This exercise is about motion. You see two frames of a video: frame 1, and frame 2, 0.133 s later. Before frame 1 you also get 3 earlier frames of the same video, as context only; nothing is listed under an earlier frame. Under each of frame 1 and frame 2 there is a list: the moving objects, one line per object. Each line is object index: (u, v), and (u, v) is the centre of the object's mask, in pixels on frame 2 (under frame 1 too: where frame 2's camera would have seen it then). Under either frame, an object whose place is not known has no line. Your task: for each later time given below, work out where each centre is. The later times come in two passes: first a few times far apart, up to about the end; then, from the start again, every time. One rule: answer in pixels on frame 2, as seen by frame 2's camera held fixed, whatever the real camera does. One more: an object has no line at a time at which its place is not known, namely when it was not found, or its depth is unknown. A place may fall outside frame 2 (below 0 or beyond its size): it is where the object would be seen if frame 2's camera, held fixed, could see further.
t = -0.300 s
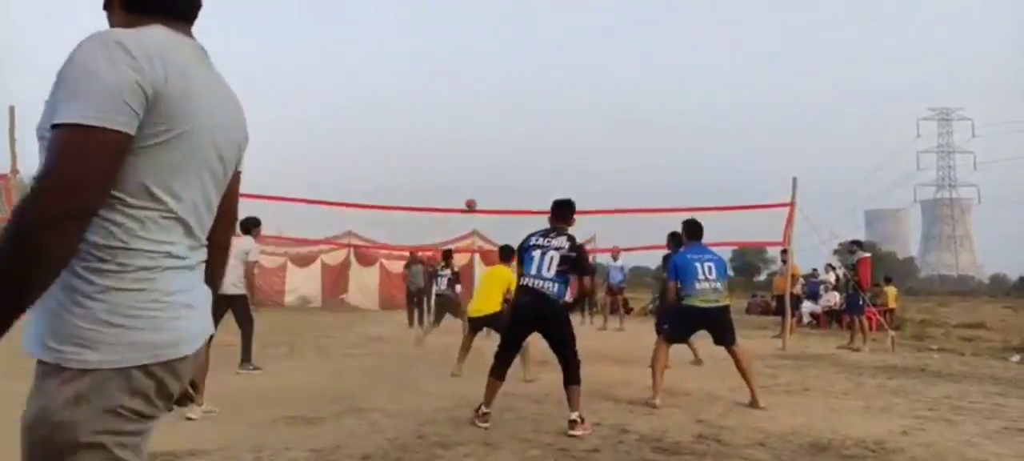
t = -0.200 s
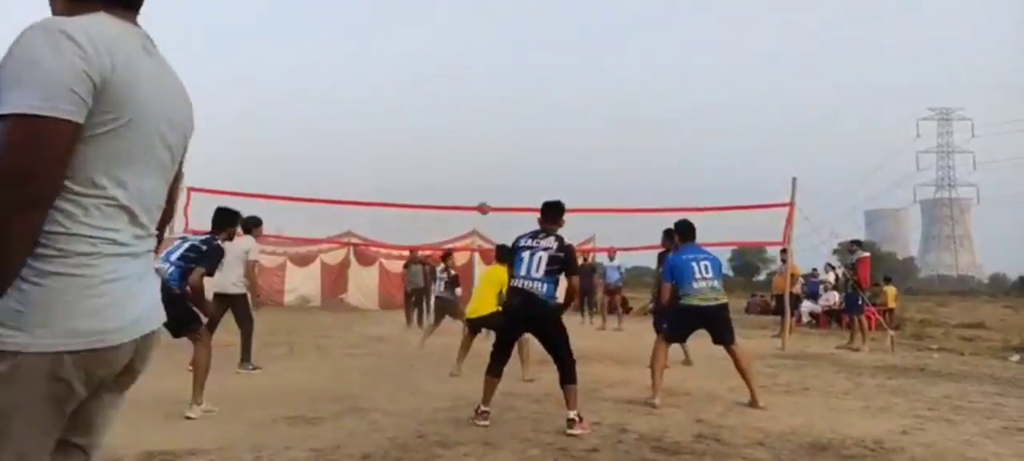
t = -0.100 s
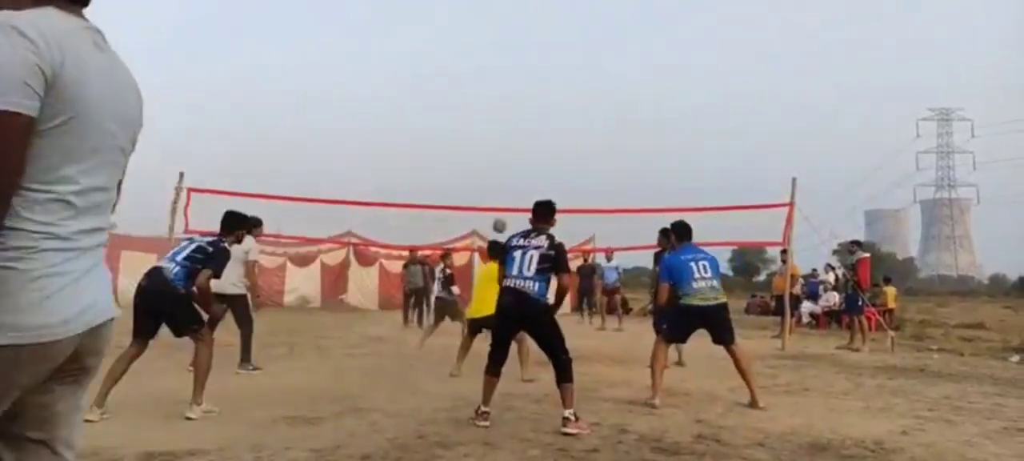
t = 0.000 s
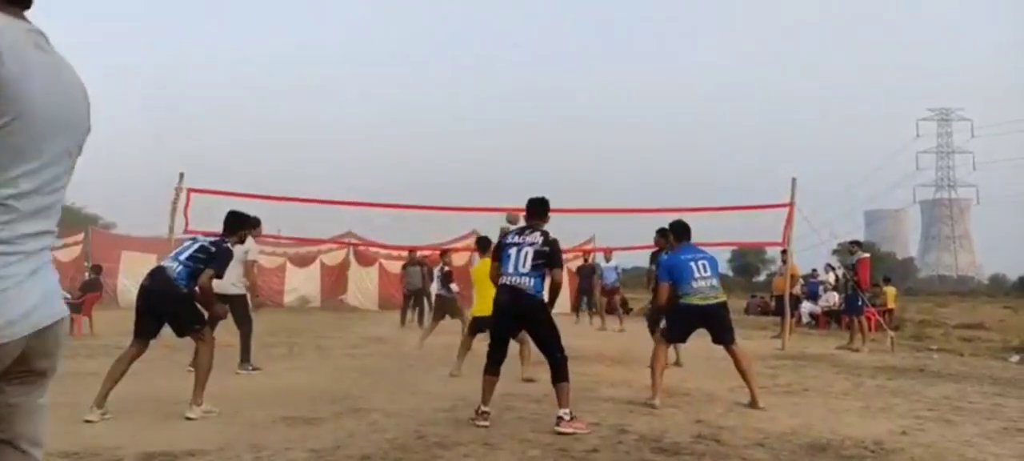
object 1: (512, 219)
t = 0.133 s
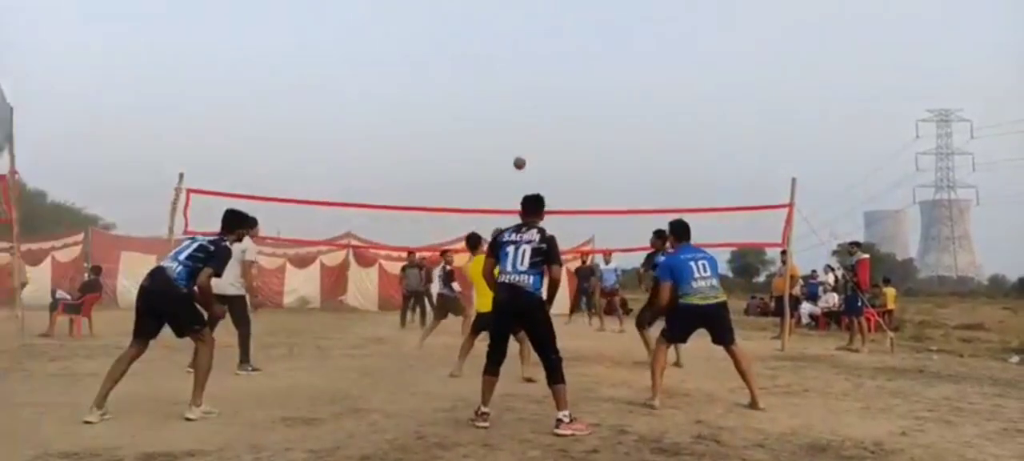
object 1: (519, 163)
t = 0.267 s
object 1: (525, 132)
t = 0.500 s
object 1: (533, 121)
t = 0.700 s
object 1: (540, 136)
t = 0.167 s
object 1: (521, 153)
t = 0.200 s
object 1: (522, 145)
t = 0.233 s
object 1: (523, 138)
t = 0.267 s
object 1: (525, 132)
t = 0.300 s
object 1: (526, 128)
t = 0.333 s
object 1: (527, 125)
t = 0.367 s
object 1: (528, 122)
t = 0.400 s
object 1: (530, 121)
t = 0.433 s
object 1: (531, 120)
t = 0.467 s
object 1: (532, 119)
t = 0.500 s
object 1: (533, 121)
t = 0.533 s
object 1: (535, 122)
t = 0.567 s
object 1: (535, 123)
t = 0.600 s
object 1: (537, 125)
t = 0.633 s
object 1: (538, 128)
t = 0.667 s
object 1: (539, 132)
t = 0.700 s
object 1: (540, 136)
